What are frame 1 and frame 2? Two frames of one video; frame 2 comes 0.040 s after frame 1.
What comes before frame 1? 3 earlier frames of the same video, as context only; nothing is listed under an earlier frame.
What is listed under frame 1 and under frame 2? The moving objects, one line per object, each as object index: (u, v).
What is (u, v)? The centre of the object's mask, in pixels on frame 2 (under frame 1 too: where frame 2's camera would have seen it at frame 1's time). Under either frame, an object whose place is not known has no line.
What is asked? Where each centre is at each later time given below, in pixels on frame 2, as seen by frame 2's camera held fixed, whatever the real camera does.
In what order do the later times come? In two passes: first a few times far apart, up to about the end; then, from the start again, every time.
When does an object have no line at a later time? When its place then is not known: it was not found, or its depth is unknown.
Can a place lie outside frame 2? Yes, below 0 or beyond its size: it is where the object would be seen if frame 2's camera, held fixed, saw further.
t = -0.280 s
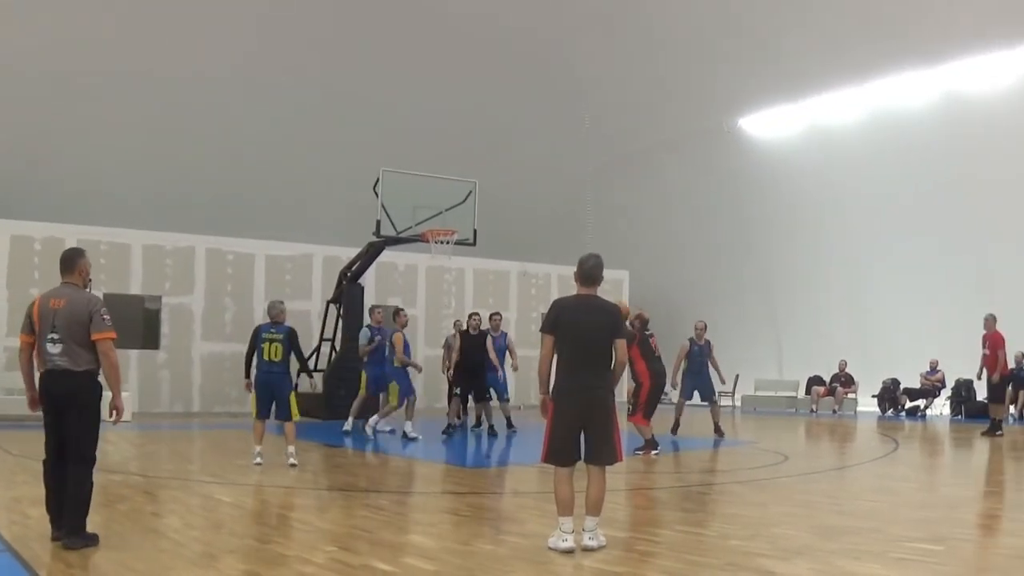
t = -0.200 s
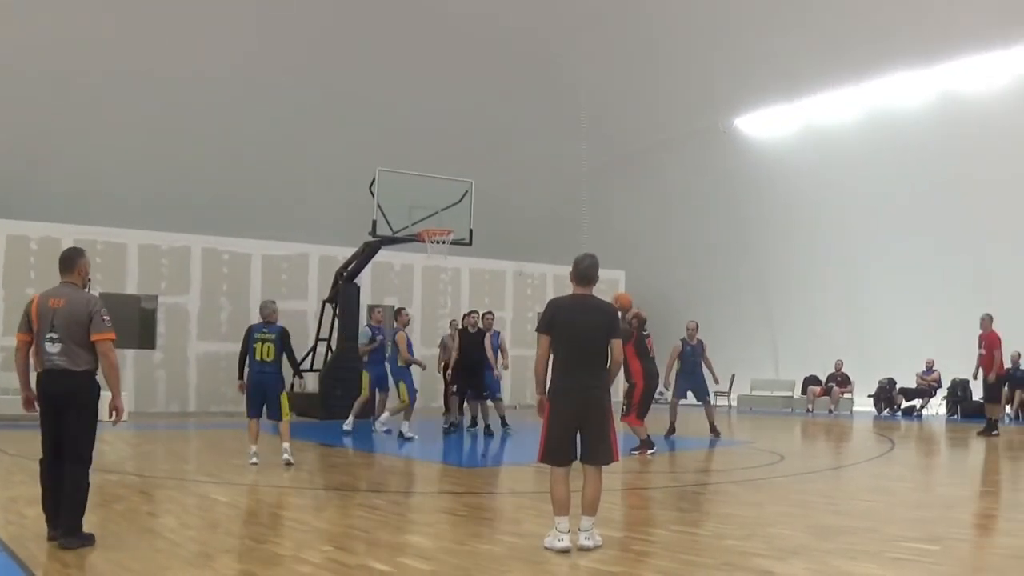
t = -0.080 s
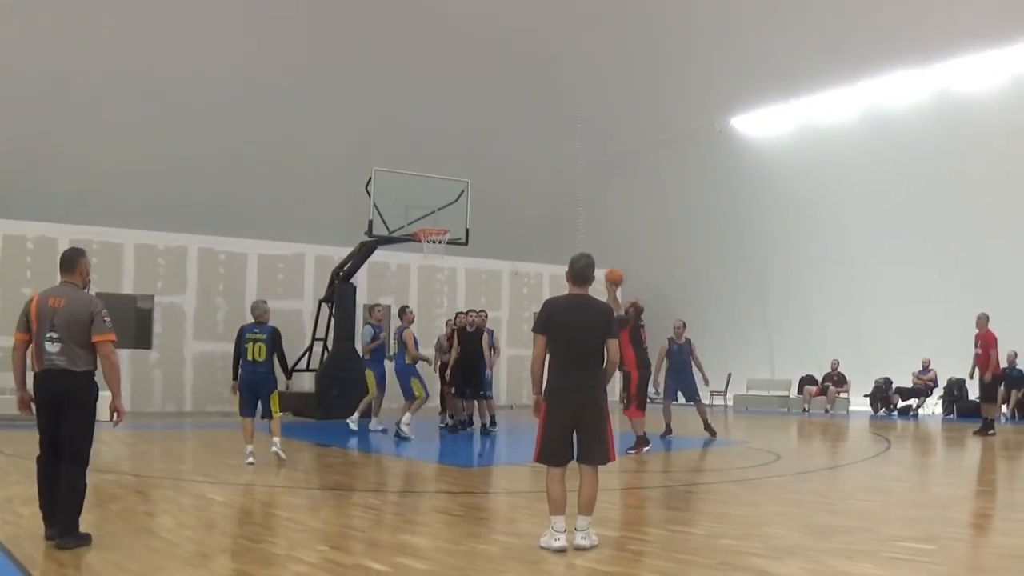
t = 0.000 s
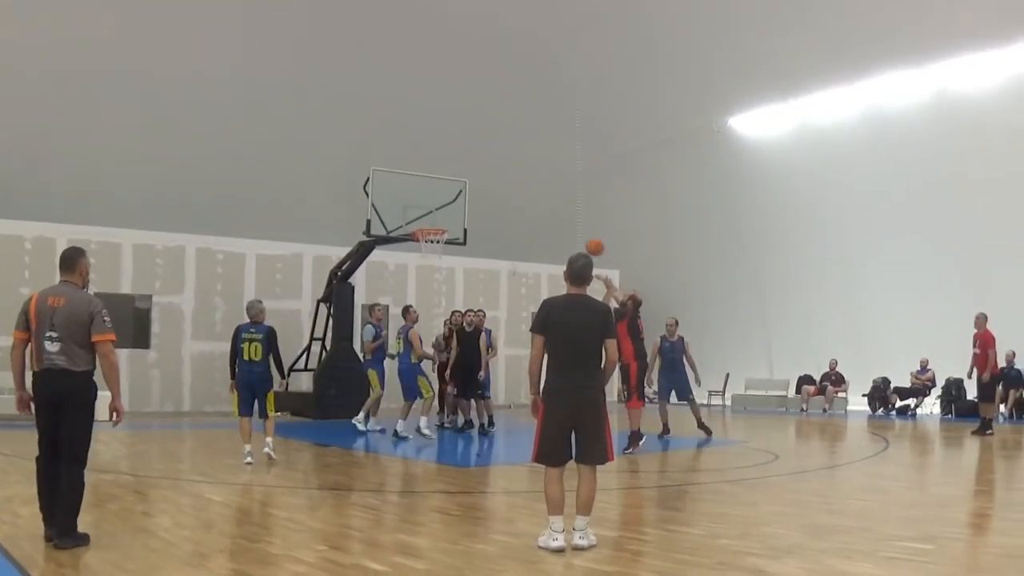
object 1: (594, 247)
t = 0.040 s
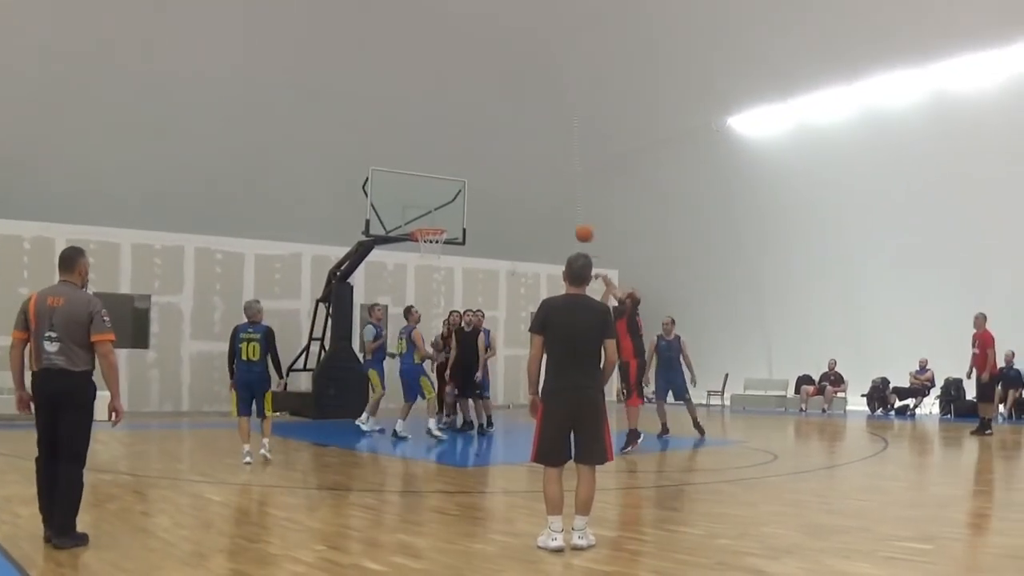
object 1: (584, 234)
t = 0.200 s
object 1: (547, 195)
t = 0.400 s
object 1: (504, 175)
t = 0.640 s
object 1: (459, 188)
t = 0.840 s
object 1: (424, 223)
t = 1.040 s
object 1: (465, 203)
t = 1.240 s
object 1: (511, 203)
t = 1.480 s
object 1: (567, 238)
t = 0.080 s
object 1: (574, 222)
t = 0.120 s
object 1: (565, 212)
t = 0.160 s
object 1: (556, 203)
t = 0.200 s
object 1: (547, 195)
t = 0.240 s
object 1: (538, 189)
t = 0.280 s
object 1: (529, 183)
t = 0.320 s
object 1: (521, 180)
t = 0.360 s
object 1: (513, 177)
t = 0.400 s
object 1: (504, 175)
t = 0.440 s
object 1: (497, 175)
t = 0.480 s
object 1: (489, 175)
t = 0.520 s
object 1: (481, 177)
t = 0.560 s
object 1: (474, 179)
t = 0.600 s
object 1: (466, 183)
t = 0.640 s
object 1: (459, 188)
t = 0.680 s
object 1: (451, 193)
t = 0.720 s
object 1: (444, 199)
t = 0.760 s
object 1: (437, 207)
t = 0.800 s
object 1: (431, 215)
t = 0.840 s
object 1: (424, 223)
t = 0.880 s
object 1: (430, 221)
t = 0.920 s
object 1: (438, 215)
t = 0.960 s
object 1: (447, 210)
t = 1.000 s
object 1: (457, 206)
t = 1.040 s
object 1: (465, 203)
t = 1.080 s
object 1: (475, 201)
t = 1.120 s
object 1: (483, 200)
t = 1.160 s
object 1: (493, 200)
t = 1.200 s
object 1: (502, 201)
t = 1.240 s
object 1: (511, 203)
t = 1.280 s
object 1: (520, 206)
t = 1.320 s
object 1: (529, 210)
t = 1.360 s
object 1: (538, 216)
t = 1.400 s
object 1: (548, 222)
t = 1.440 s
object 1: (557, 229)
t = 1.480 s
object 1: (567, 238)
